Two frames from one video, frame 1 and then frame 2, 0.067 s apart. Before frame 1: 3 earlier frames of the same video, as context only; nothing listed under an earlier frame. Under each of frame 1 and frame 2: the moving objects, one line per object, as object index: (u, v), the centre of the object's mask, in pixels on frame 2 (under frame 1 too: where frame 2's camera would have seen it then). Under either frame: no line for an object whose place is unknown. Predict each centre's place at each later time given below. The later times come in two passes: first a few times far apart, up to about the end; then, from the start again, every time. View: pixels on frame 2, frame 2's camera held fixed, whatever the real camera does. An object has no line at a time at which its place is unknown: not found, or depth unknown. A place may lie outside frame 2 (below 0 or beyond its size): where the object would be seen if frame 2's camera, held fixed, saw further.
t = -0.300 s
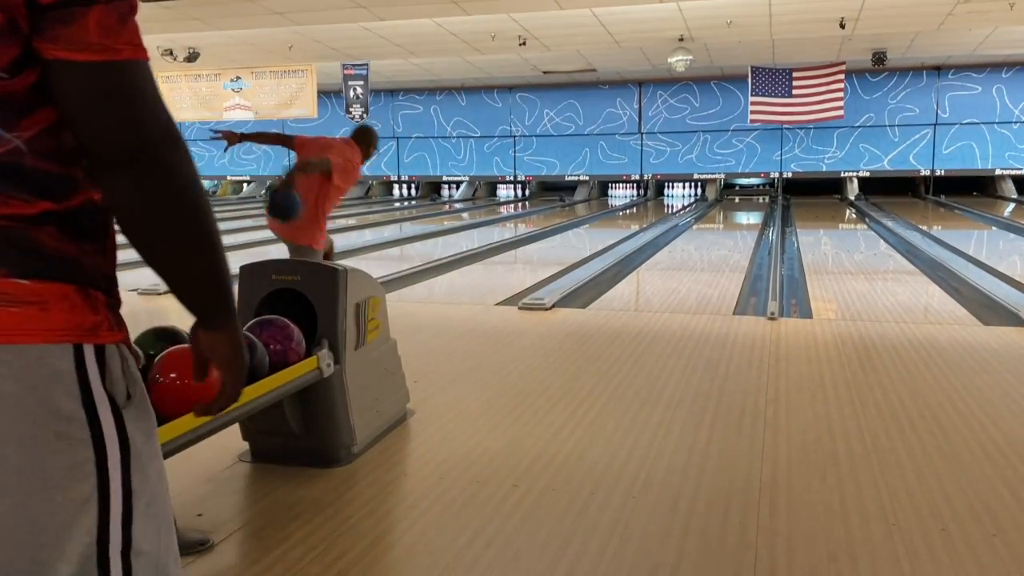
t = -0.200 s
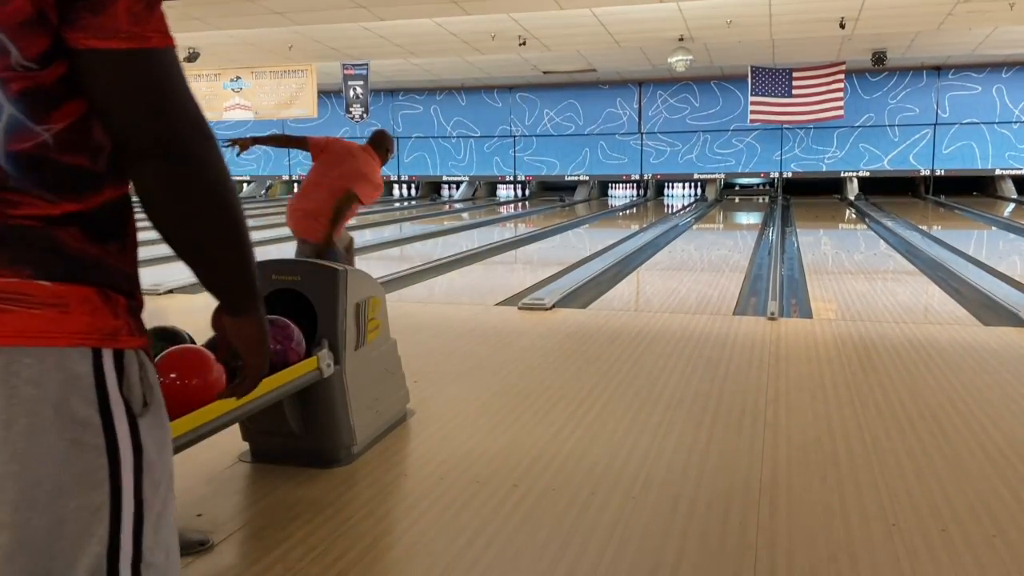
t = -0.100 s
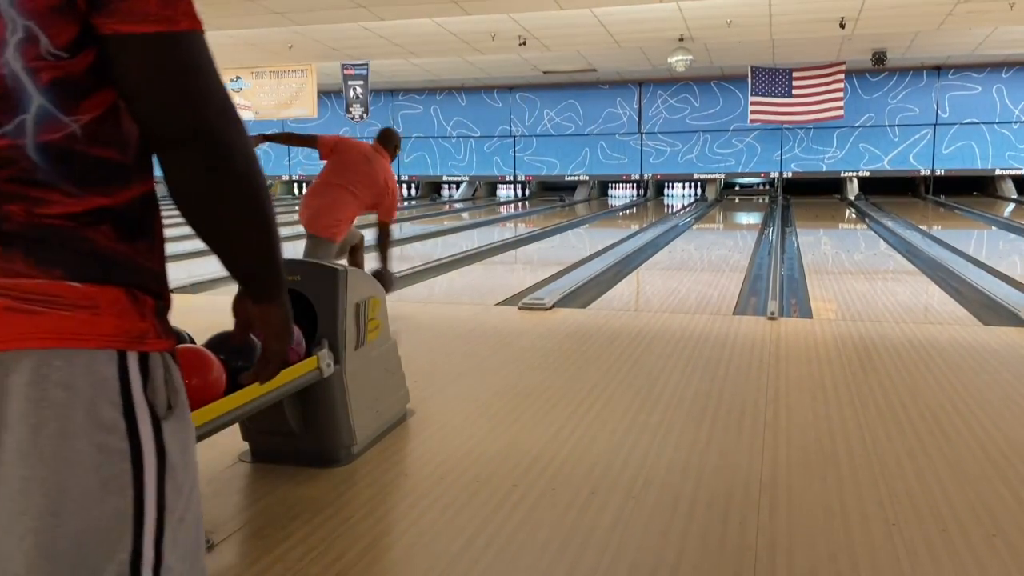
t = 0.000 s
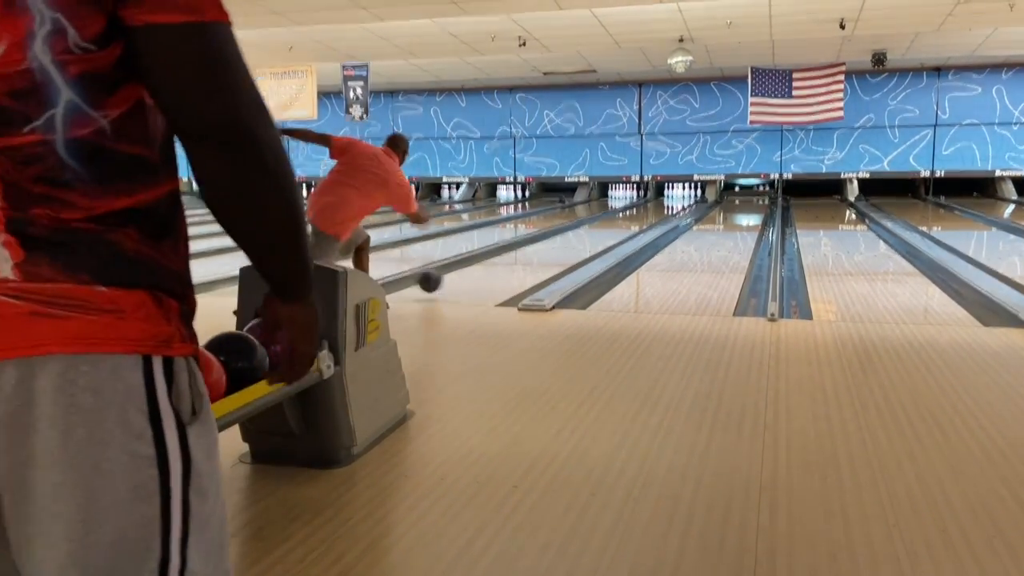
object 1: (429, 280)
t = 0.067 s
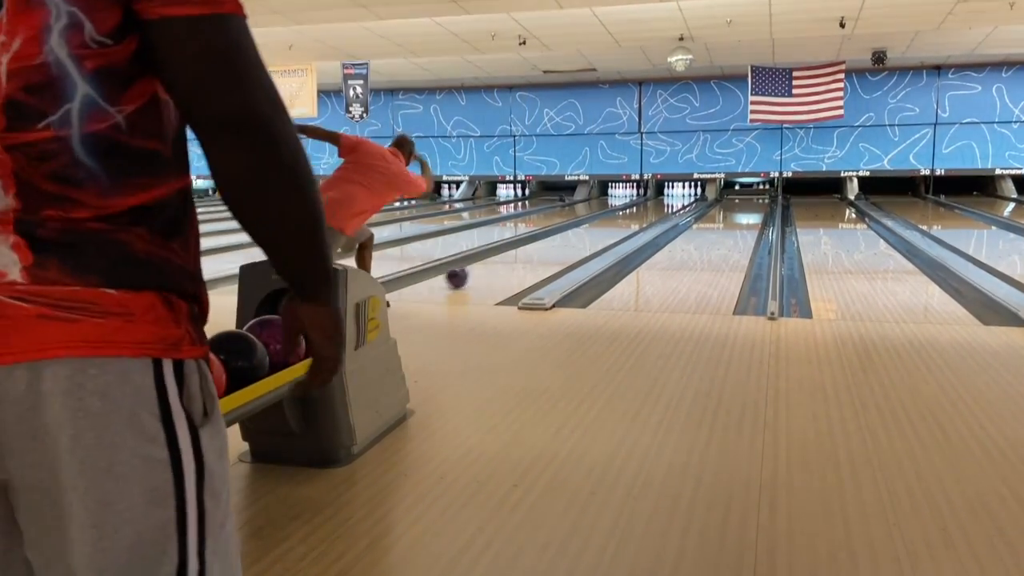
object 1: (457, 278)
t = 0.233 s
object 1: (510, 260)
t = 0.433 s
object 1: (556, 244)
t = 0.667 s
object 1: (596, 231)
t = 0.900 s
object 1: (624, 222)
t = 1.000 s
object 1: (634, 219)
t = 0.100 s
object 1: (469, 272)
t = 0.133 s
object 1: (480, 270)
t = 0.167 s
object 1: (490, 266)
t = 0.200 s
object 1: (500, 262)
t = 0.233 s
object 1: (510, 260)
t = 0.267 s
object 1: (519, 257)
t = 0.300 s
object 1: (527, 254)
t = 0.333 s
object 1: (535, 252)
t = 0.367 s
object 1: (543, 248)
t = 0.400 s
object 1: (549, 246)
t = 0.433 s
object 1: (556, 244)
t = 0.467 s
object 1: (563, 242)
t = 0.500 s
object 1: (569, 240)
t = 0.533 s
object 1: (575, 238)
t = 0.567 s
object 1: (580, 236)
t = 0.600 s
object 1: (585, 234)
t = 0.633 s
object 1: (590, 233)
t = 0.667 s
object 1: (596, 231)
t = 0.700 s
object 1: (600, 230)
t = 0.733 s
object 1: (605, 228)
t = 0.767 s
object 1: (609, 227)
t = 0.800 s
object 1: (613, 226)
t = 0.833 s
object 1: (617, 224)
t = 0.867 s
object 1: (620, 223)
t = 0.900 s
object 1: (624, 222)
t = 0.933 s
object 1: (628, 221)
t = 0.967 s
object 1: (631, 220)
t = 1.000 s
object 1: (634, 219)
